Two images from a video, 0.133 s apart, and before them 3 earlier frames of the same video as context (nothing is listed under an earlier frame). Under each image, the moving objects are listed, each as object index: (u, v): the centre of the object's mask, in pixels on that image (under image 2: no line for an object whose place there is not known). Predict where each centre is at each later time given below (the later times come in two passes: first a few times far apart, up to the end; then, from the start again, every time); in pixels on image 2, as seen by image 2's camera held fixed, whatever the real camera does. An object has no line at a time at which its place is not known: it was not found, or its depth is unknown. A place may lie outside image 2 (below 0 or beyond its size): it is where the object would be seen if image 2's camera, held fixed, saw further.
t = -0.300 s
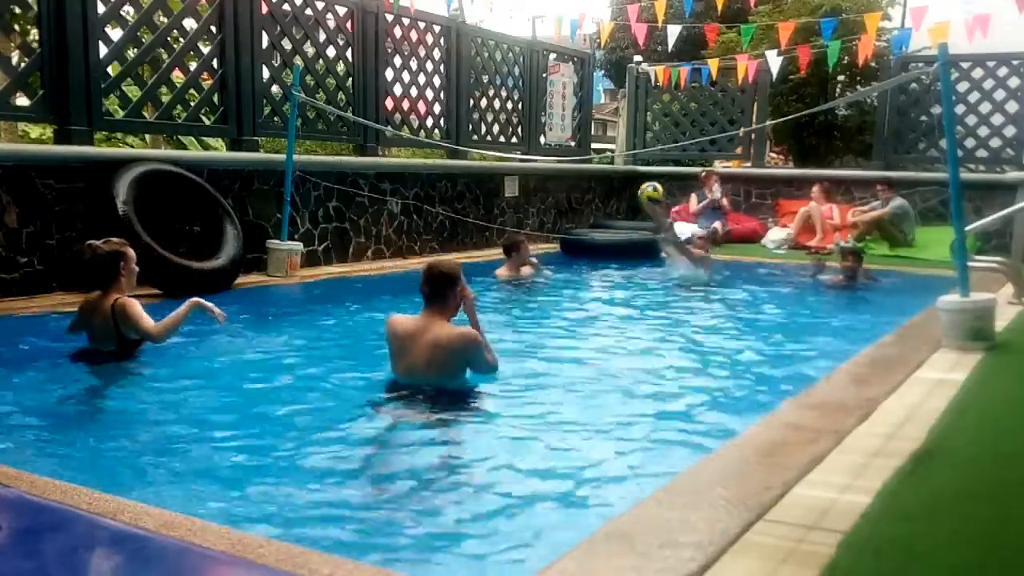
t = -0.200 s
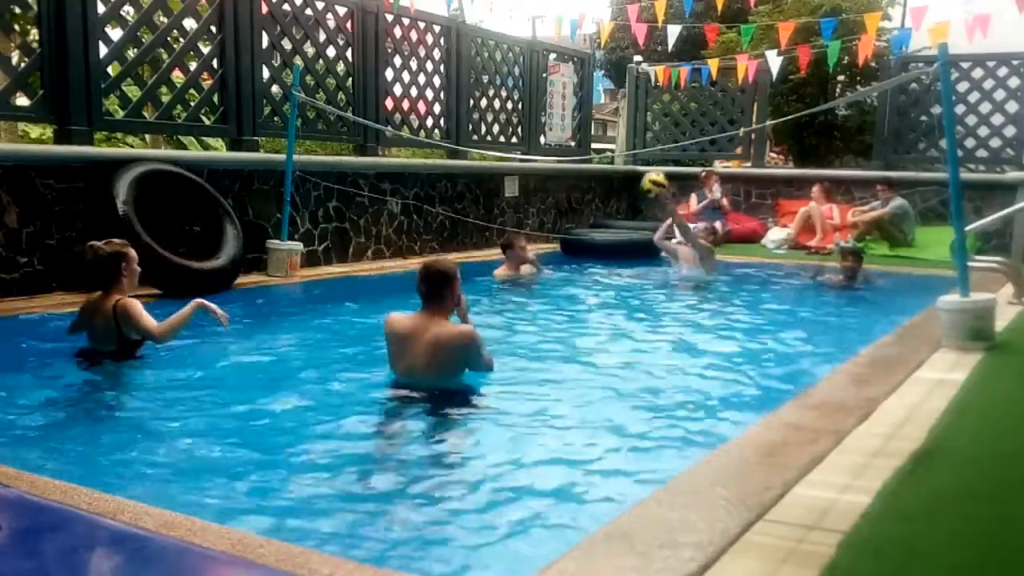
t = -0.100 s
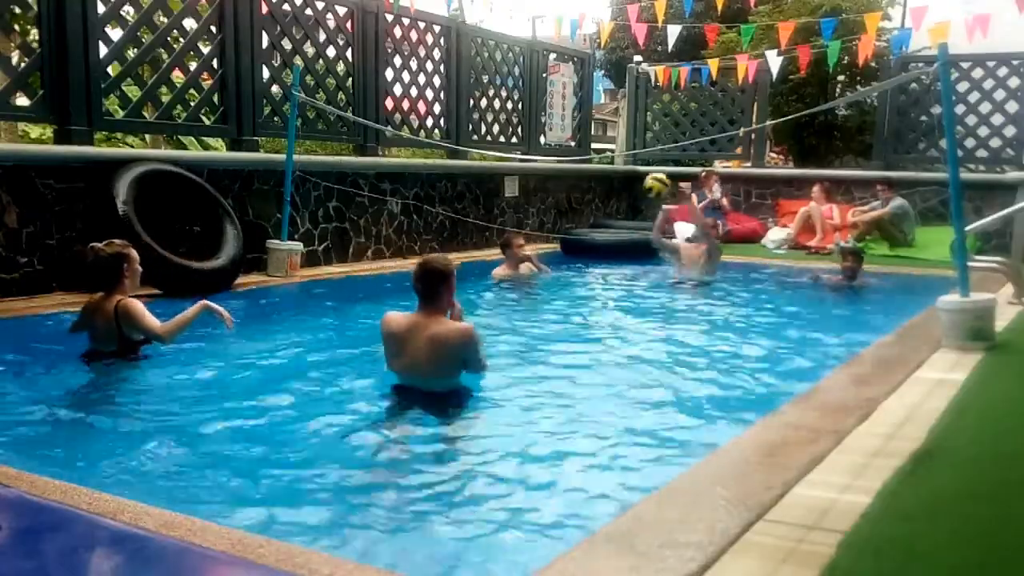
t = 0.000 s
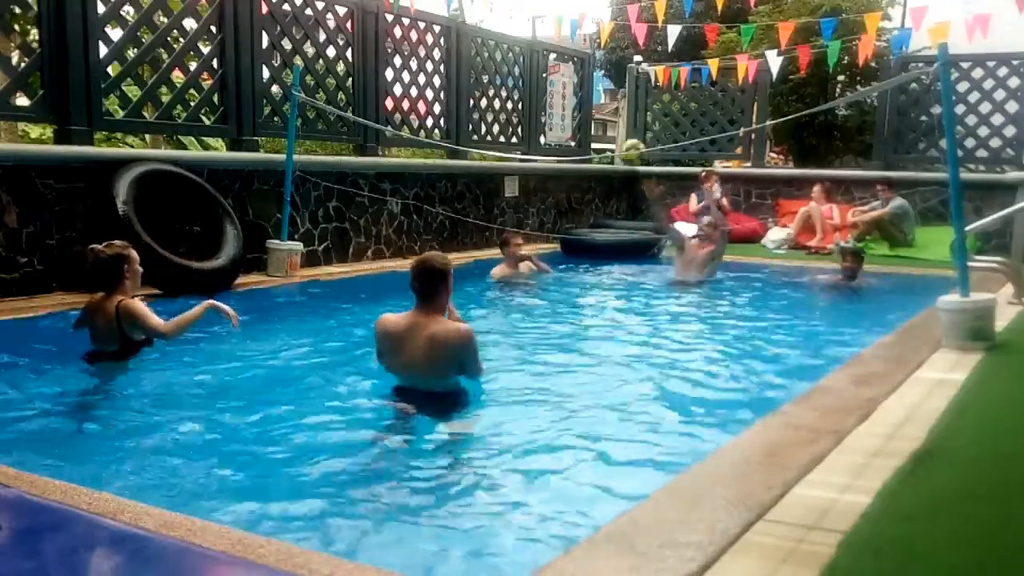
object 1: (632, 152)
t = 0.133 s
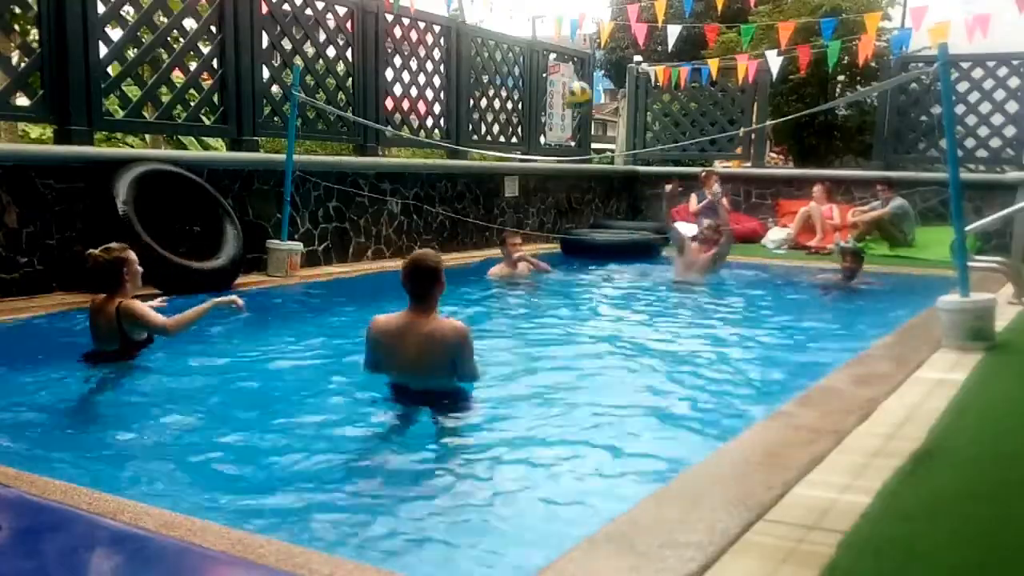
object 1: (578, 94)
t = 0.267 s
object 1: (512, 51)
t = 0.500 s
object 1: (365, 30)
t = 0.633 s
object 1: (251, 62)
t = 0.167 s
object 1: (562, 85)
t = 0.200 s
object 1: (546, 73)
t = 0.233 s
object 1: (532, 62)
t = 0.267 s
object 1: (512, 51)
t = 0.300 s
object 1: (494, 47)
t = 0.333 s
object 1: (476, 41)
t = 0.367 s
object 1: (455, 34)
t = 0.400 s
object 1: (434, 32)
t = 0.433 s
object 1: (410, 29)
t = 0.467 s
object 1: (387, 28)
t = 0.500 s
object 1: (365, 30)
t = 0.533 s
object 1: (338, 34)
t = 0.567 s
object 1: (310, 41)
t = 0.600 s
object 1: (282, 48)
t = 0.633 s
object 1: (251, 62)
